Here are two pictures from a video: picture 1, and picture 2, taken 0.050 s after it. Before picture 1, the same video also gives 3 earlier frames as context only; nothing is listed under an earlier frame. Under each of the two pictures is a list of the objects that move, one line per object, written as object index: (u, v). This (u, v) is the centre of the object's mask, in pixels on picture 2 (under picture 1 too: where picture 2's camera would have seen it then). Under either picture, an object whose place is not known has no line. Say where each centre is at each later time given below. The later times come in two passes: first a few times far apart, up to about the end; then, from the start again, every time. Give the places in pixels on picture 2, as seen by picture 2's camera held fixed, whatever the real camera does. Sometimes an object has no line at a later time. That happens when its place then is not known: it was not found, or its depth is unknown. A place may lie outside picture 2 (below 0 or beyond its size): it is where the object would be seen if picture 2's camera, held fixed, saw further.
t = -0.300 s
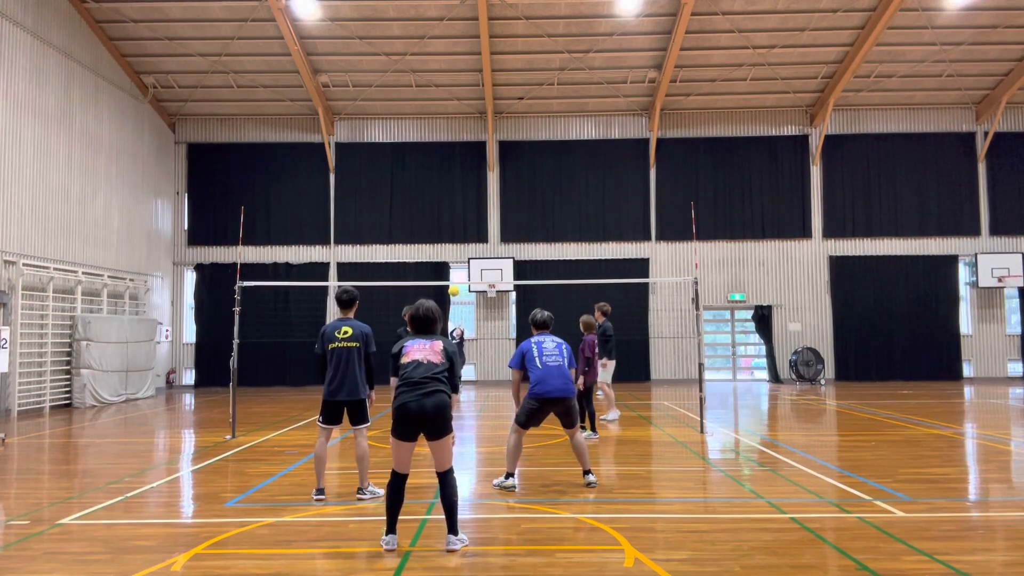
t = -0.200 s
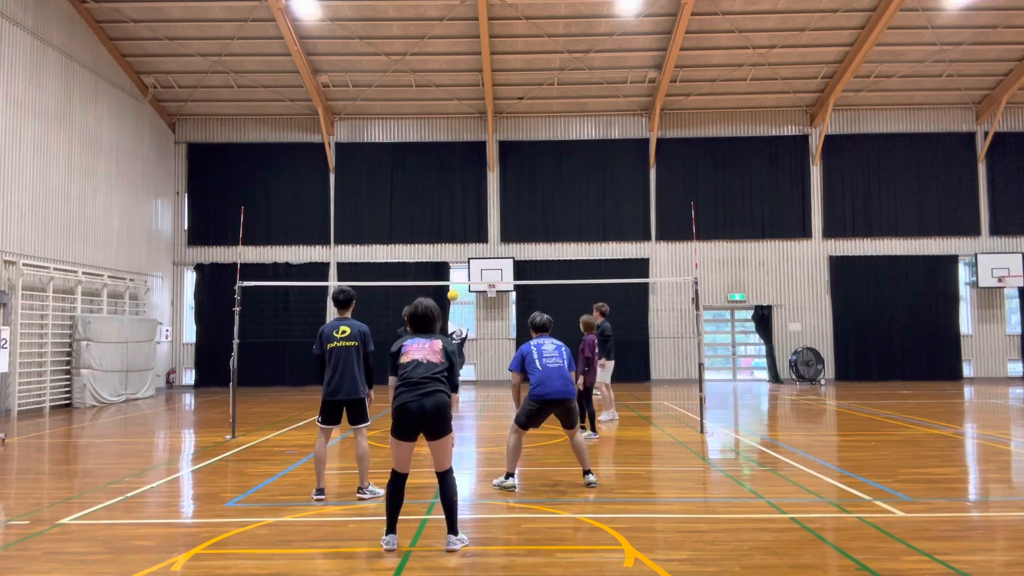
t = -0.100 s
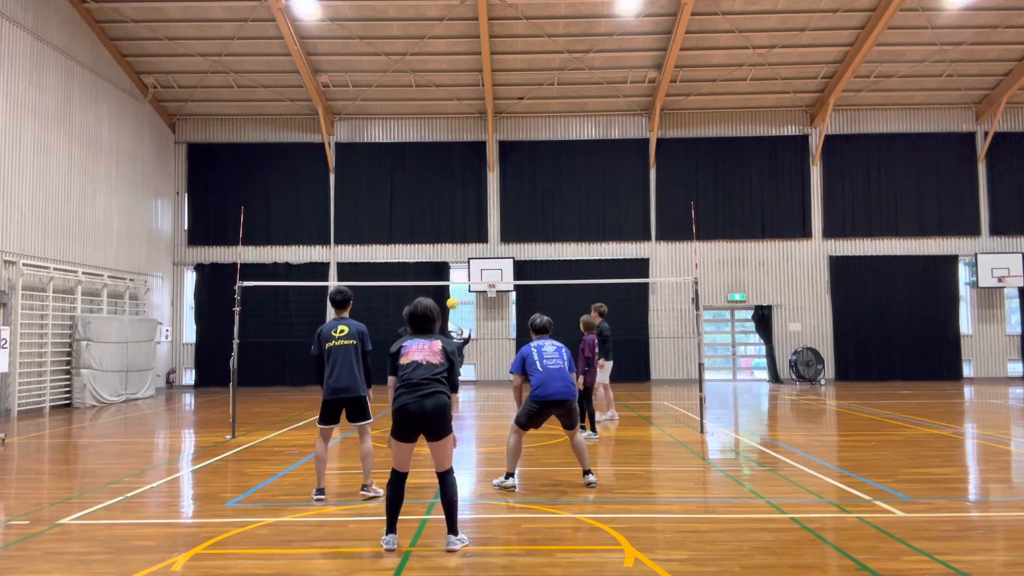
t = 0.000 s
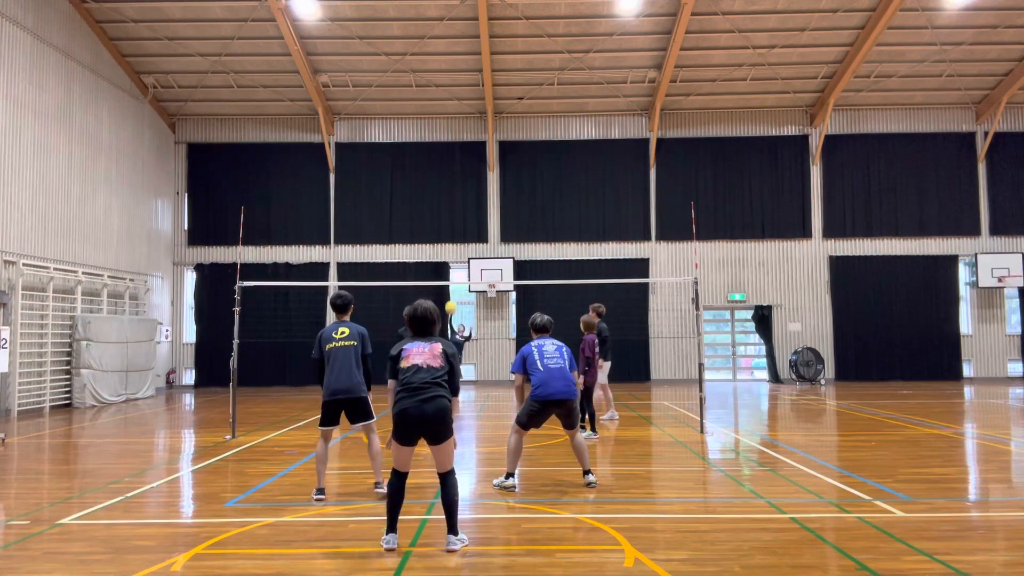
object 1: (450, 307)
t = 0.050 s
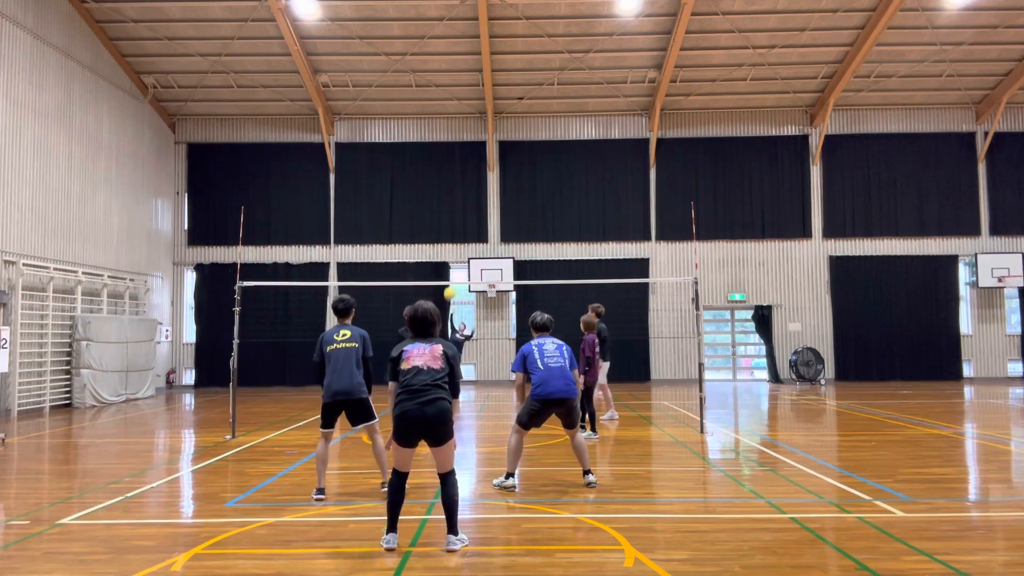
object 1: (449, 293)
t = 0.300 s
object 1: (443, 231)
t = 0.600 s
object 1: (433, 187)
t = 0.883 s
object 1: (432, 182)
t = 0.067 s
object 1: (448, 289)
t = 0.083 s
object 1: (448, 284)
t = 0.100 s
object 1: (448, 279)
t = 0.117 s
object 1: (448, 275)
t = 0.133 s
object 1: (447, 271)
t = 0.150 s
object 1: (447, 266)
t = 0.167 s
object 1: (447, 262)
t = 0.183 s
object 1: (447, 258)
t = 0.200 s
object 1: (446, 253)
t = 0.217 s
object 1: (446, 249)
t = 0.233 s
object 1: (445, 245)
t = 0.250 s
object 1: (445, 242)
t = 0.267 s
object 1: (444, 238)
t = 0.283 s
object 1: (444, 234)
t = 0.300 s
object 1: (443, 231)
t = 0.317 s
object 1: (442, 227)
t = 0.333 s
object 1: (441, 224)
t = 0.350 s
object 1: (440, 221)
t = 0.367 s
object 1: (440, 218)
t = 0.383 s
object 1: (439, 215)
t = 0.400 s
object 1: (438, 212)
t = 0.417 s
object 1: (437, 209)
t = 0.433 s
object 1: (437, 207)
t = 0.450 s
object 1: (436, 204)
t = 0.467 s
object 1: (436, 202)
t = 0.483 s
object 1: (435, 199)
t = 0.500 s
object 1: (434, 197)
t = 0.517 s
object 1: (434, 195)
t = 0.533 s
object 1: (434, 193)
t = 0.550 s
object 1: (434, 192)
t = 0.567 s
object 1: (433, 190)
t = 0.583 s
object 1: (433, 188)
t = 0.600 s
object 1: (433, 187)
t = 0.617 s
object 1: (432, 186)
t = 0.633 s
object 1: (432, 183)
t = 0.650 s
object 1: (432, 183)
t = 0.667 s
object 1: (432, 182)
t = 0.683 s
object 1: (432, 181)
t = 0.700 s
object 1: (432, 180)
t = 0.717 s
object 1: (432, 180)
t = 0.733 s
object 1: (432, 179)
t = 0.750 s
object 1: (432, 179)
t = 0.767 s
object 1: (432, 179)
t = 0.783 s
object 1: (432, 179)
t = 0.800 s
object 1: (432, 179)
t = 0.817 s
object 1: (432, 179)
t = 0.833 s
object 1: (432, 180)
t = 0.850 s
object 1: (432, 180)
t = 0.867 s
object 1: (432, 181)
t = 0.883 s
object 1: (432, 182)
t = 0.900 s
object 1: (432, 183)
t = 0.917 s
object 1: (431, 185)
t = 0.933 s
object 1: (431, 186)
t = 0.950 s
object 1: (431, 188)
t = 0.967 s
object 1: (431, 190)
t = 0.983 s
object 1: (430, 193)
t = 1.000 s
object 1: (430, 195)
